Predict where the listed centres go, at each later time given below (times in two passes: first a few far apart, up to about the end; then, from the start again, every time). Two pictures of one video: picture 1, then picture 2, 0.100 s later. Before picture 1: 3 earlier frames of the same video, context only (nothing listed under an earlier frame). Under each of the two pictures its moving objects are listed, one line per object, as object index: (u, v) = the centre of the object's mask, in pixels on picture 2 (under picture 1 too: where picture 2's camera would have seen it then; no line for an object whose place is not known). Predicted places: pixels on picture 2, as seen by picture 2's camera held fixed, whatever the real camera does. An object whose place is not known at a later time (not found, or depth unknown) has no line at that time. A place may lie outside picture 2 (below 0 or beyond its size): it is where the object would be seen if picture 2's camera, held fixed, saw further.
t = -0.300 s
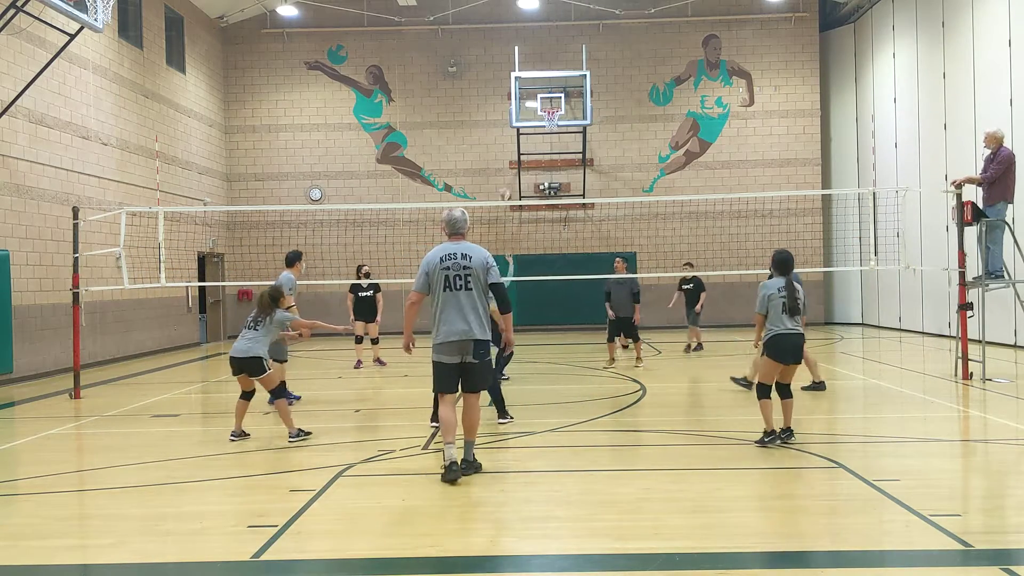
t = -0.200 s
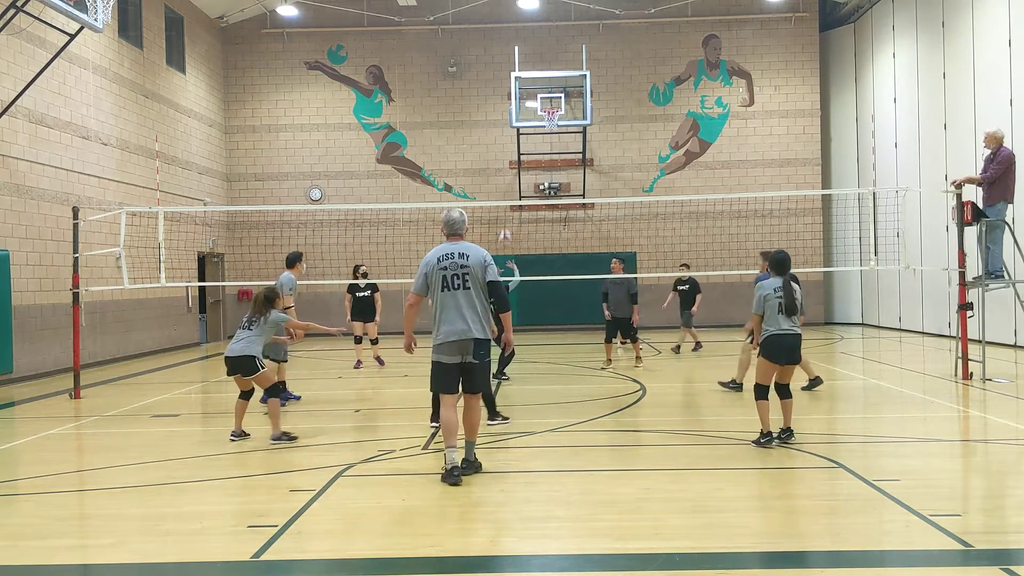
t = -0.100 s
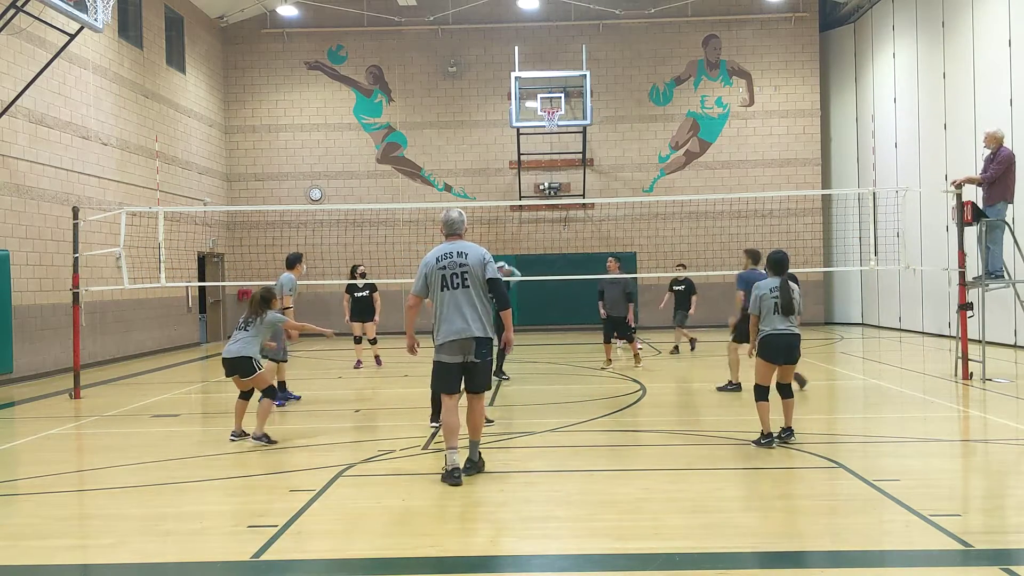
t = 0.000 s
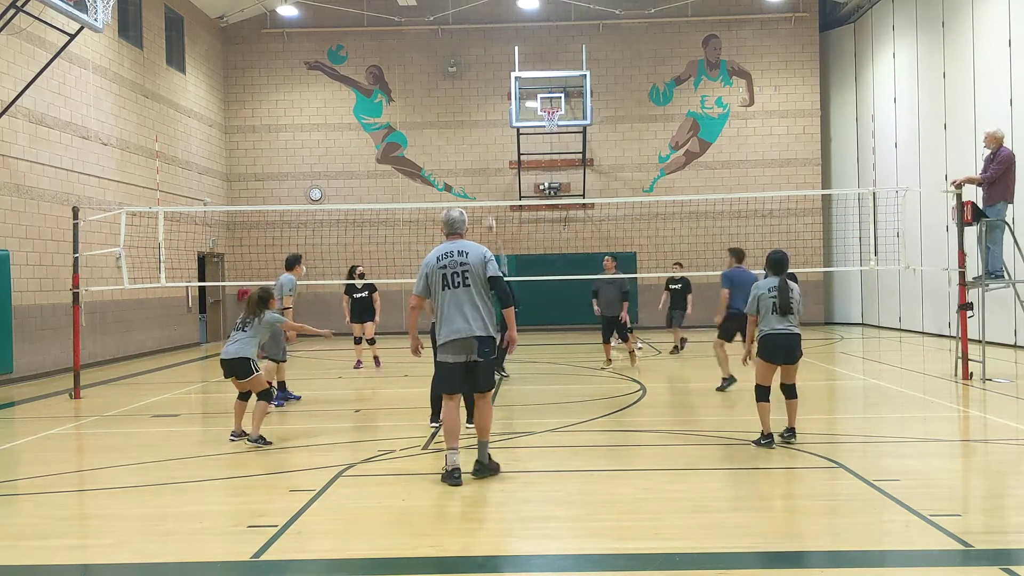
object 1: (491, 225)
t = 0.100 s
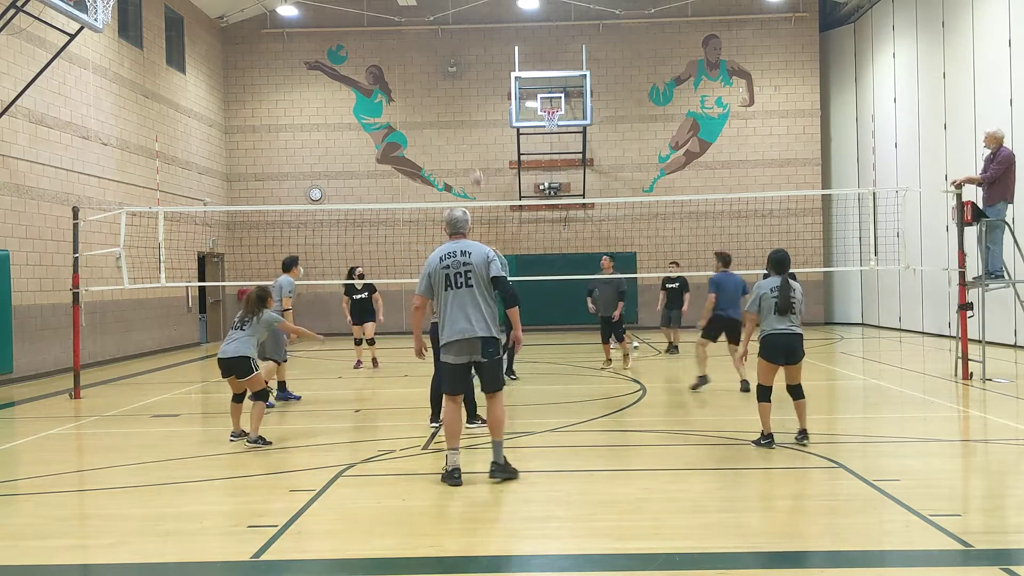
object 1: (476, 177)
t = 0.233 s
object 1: (461, 126)
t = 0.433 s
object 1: (437, 74)
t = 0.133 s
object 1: (471, 162)
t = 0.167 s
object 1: (467, 150)
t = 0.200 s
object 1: (464, 137)
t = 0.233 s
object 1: (461, 126)
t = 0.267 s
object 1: (456, 114)
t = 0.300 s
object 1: (453, 105)
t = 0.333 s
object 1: (450, 96)
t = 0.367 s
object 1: (445, 88)
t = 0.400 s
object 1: (442, 81)
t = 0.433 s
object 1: (437, 74)
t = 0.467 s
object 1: (434, 69)
